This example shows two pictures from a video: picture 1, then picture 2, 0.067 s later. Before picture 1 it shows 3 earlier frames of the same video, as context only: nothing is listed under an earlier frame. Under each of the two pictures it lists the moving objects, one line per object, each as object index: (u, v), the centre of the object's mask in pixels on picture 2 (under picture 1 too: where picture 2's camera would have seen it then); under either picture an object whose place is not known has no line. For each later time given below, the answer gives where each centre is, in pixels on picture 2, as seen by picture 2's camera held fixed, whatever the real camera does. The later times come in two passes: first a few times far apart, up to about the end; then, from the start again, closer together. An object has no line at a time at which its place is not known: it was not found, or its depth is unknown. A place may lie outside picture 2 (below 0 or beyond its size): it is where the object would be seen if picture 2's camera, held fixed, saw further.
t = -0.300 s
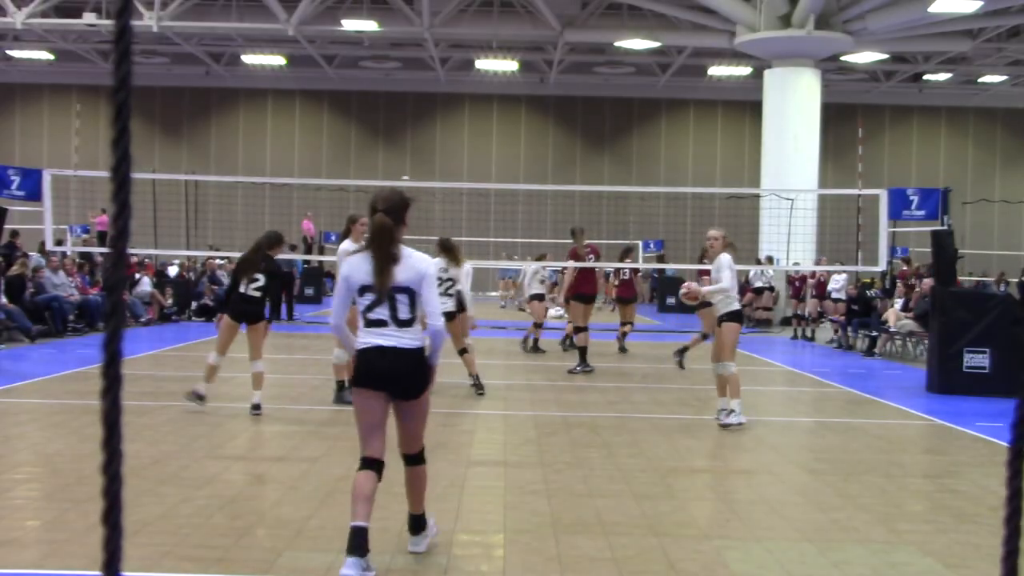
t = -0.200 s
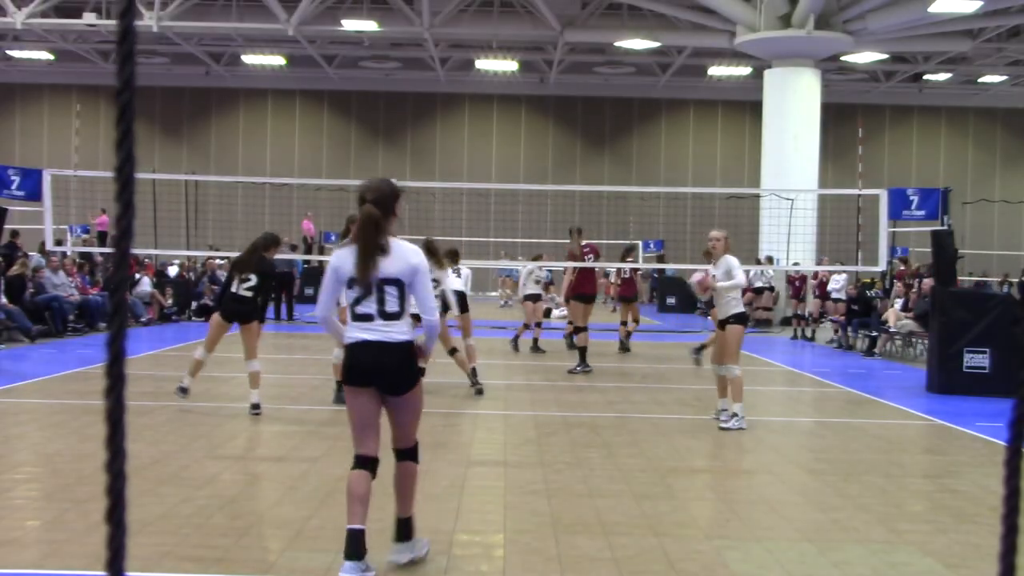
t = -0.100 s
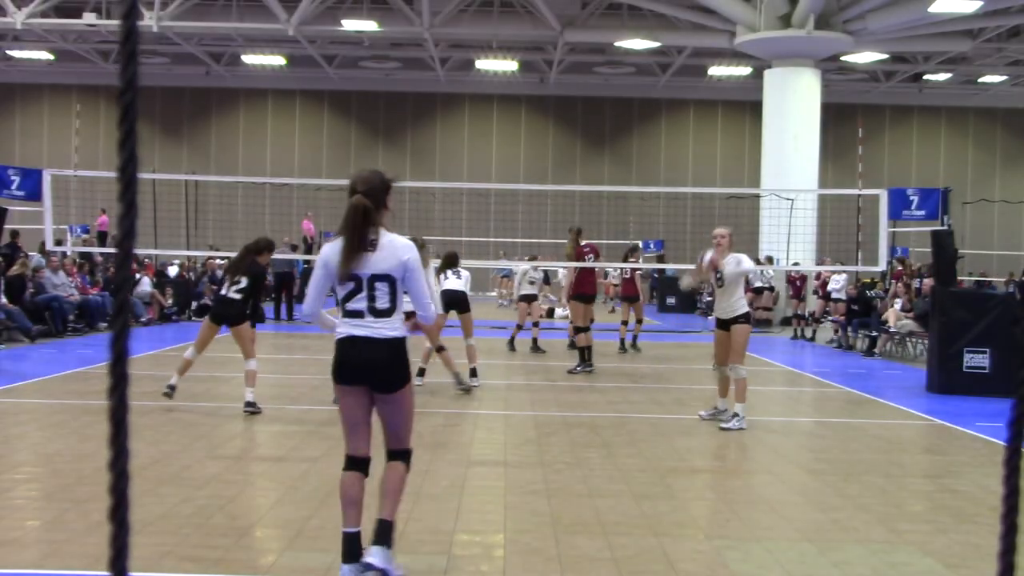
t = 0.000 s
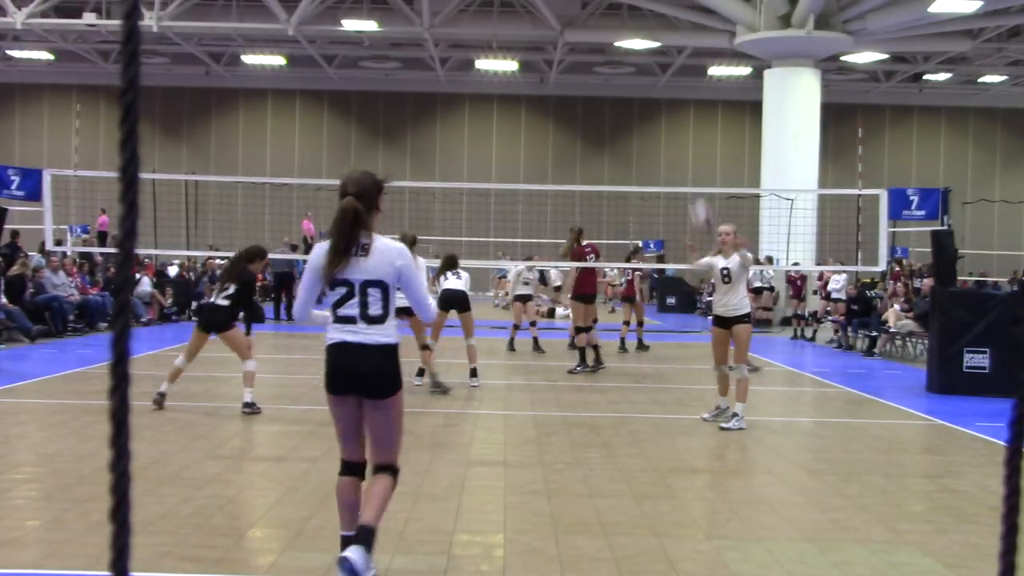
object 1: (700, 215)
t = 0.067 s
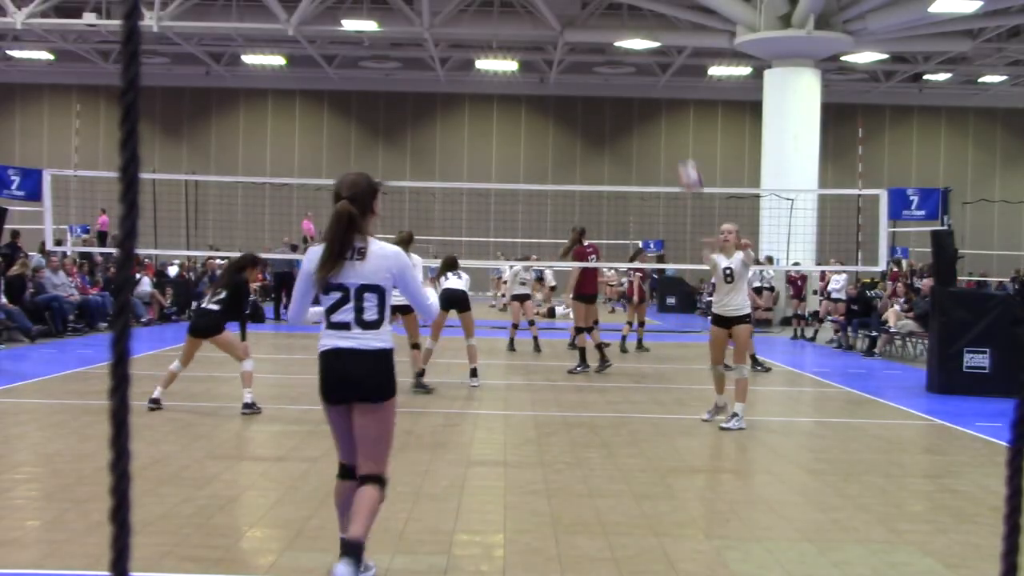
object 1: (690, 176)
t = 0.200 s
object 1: (664, 109)
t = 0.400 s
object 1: (617, 34)
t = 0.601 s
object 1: (560, 13)
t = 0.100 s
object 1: (684, 159)
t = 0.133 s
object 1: (678, 141)
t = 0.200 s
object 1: (664, 109)
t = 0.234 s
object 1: (656, 95)
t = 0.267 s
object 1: (650, 81)
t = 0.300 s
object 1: (643, 68)
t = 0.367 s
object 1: (626, 44)
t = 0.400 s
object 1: (617, 34)
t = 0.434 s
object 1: (610, 27)
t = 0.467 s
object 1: (602, 19)
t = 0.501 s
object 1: (593, 16)
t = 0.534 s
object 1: (581, 14)
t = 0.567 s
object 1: (572, 13)
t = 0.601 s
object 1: (560, 13)
